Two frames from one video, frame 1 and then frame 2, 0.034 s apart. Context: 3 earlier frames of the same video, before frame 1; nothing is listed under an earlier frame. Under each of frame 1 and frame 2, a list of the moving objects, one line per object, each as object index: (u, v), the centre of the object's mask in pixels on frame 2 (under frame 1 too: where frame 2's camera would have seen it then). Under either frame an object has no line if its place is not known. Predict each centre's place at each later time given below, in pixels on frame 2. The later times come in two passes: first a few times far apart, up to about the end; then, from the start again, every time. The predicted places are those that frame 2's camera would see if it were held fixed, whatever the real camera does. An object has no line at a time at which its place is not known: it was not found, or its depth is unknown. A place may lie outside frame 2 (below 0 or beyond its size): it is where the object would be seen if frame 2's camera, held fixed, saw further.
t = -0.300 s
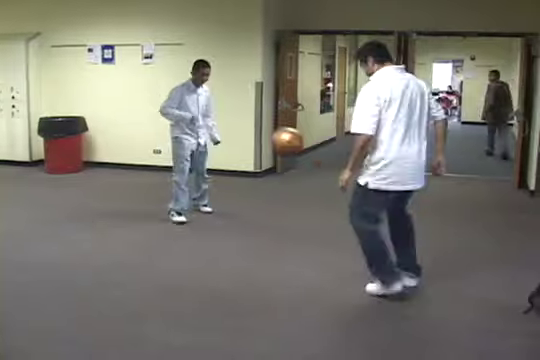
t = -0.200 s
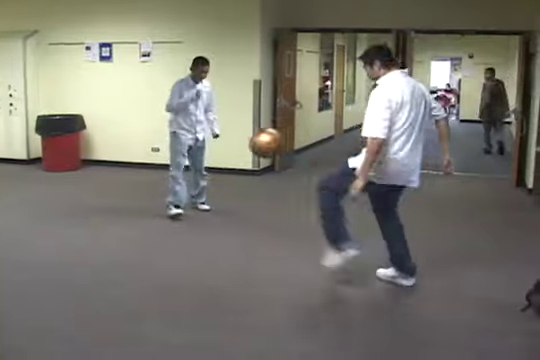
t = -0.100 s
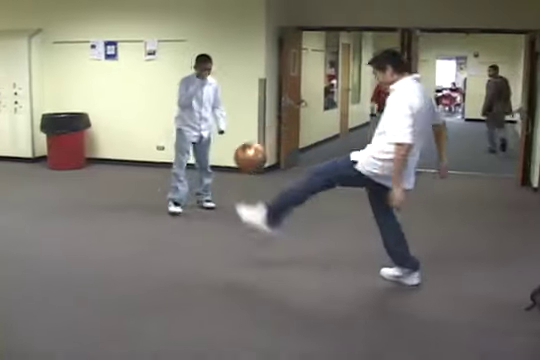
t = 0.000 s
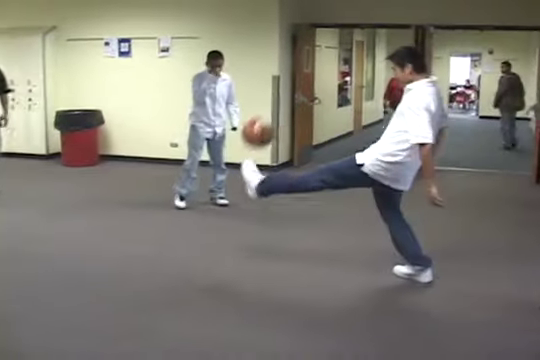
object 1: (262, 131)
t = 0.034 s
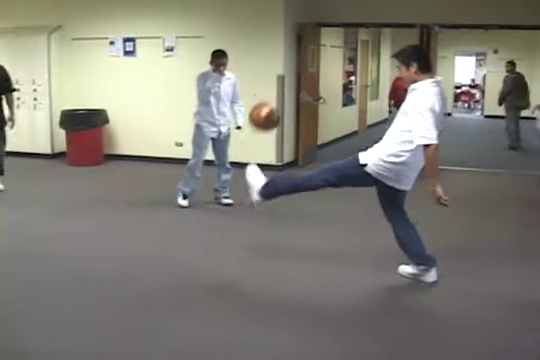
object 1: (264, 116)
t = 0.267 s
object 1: (276, 51)
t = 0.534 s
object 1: (288, 61)
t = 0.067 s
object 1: (267, 101)
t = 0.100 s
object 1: (268, 89)
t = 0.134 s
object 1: (270, 79)
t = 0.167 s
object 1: (271, 70)
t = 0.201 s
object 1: (273, 62)
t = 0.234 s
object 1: (275, 56)
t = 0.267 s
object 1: (276, 51)
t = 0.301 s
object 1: (278, 47)
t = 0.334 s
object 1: (280, 46)
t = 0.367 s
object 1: (282, 45)
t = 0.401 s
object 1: (283, 46)
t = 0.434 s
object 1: (285, 48)
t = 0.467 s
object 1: (286, 51)
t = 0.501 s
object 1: (287, 55)
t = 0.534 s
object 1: (288, 61)
